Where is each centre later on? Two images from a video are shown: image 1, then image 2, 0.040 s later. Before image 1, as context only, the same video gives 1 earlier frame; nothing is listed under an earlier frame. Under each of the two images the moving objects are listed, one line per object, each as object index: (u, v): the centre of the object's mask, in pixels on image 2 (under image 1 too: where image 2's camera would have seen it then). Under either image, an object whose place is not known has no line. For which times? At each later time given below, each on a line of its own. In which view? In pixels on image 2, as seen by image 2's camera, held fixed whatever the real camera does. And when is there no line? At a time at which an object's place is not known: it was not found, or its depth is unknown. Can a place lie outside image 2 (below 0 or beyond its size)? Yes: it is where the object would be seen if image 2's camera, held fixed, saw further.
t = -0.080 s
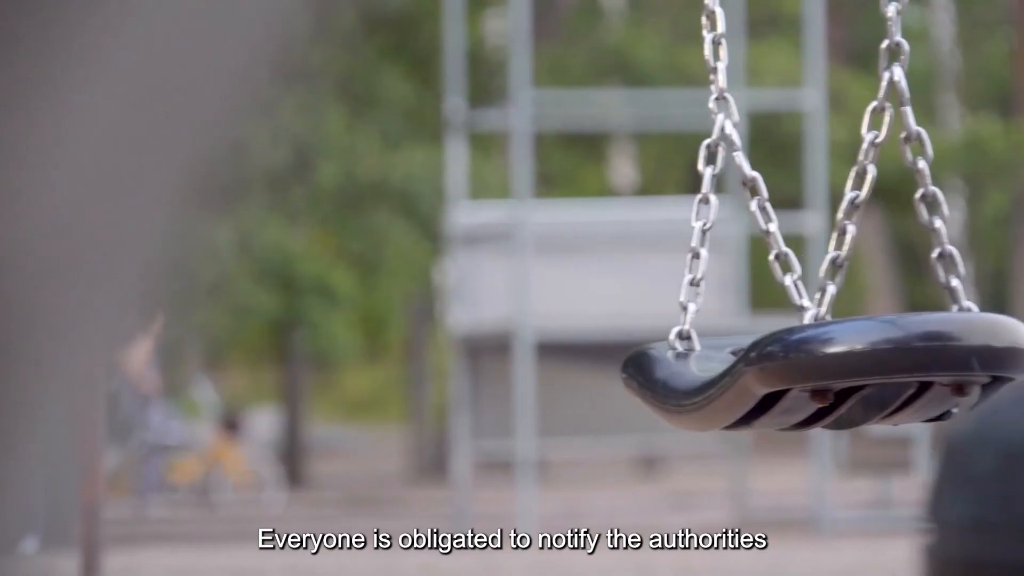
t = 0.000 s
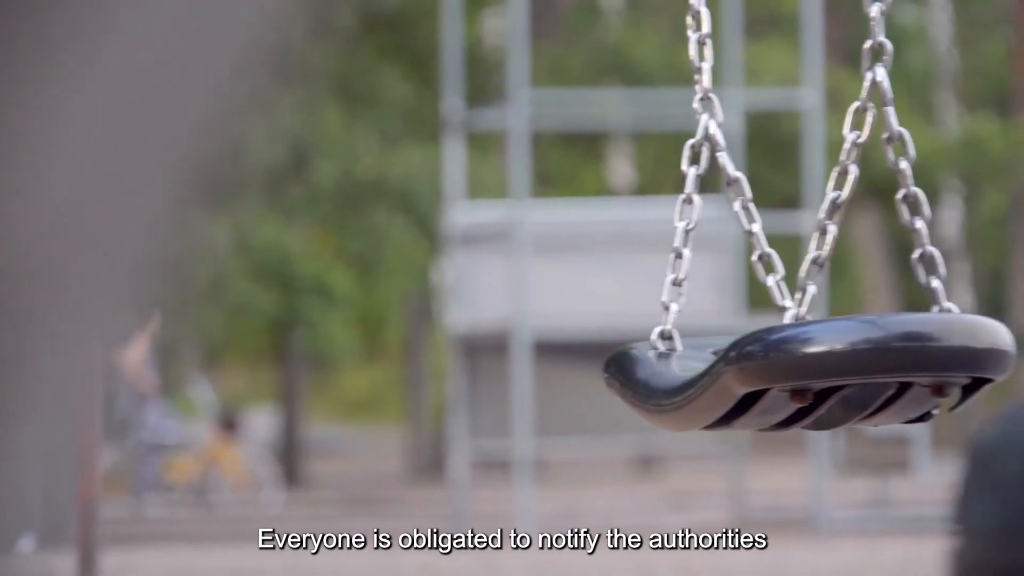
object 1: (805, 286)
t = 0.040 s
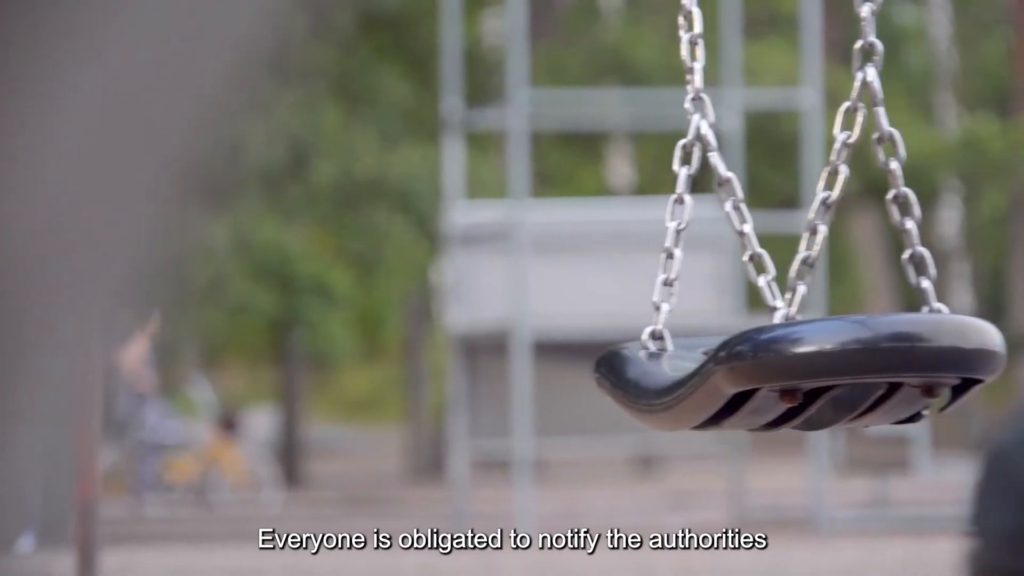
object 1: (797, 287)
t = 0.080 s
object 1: (788, 287)
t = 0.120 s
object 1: (779, 287)
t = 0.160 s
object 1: (773, 288)
